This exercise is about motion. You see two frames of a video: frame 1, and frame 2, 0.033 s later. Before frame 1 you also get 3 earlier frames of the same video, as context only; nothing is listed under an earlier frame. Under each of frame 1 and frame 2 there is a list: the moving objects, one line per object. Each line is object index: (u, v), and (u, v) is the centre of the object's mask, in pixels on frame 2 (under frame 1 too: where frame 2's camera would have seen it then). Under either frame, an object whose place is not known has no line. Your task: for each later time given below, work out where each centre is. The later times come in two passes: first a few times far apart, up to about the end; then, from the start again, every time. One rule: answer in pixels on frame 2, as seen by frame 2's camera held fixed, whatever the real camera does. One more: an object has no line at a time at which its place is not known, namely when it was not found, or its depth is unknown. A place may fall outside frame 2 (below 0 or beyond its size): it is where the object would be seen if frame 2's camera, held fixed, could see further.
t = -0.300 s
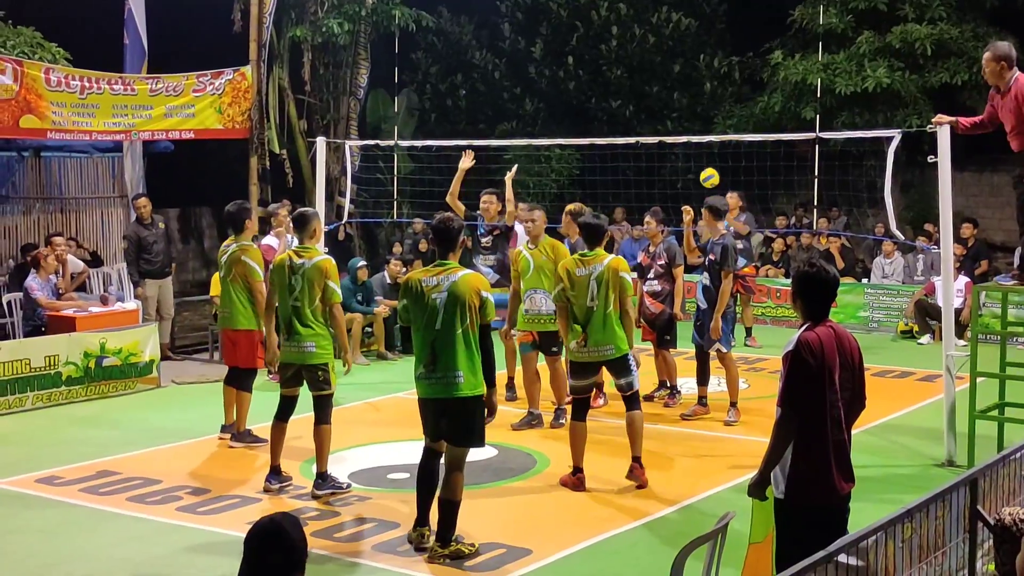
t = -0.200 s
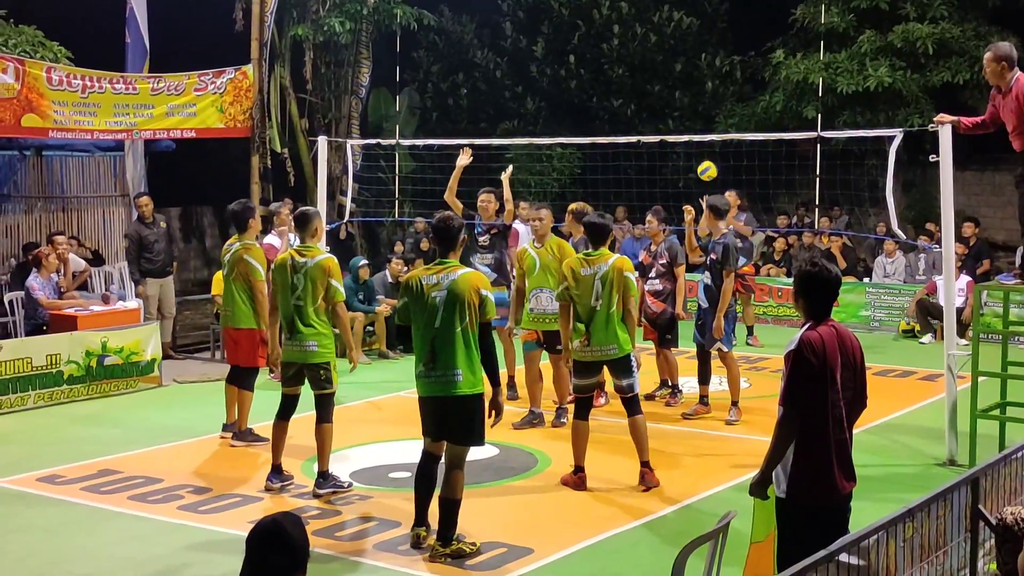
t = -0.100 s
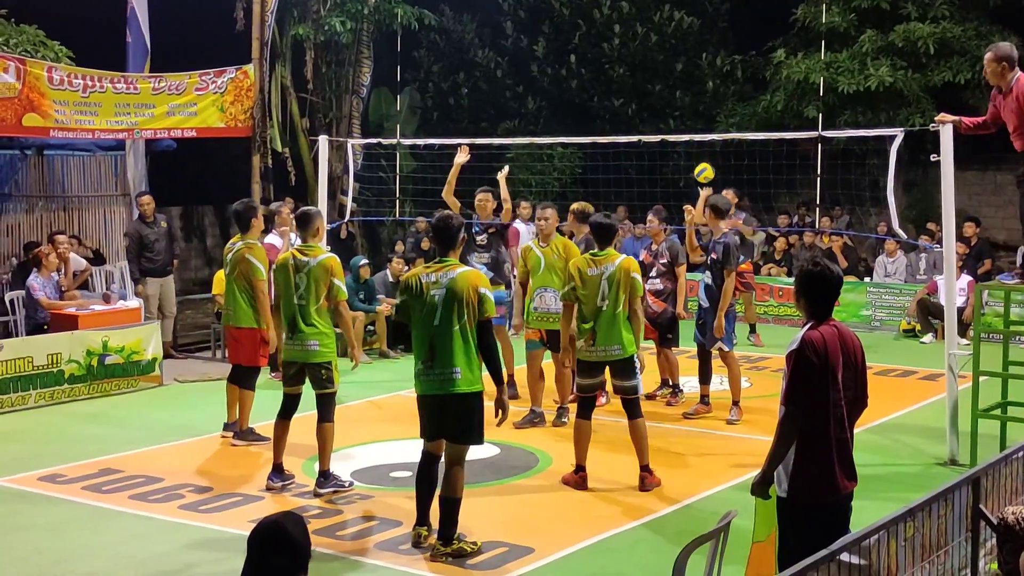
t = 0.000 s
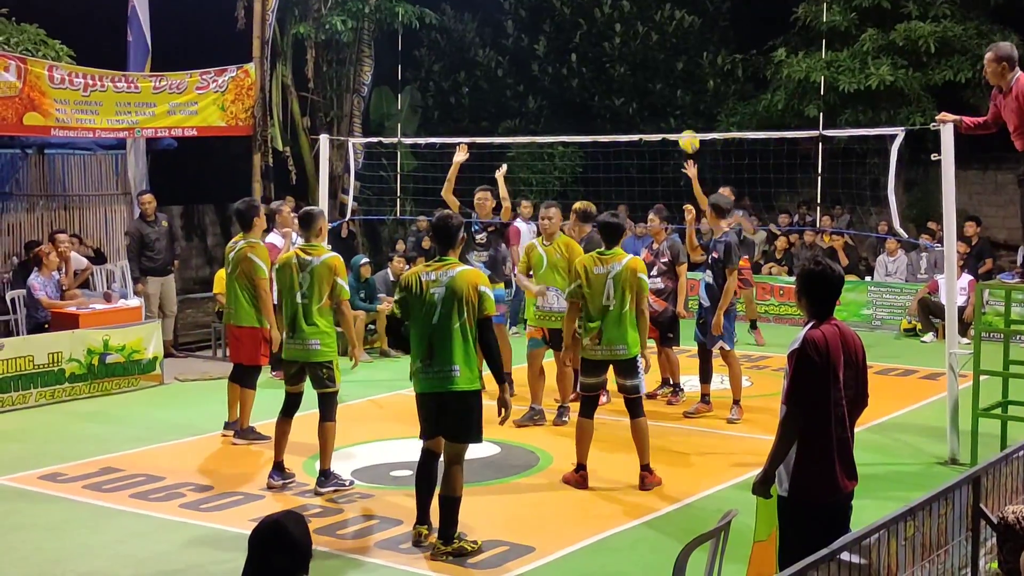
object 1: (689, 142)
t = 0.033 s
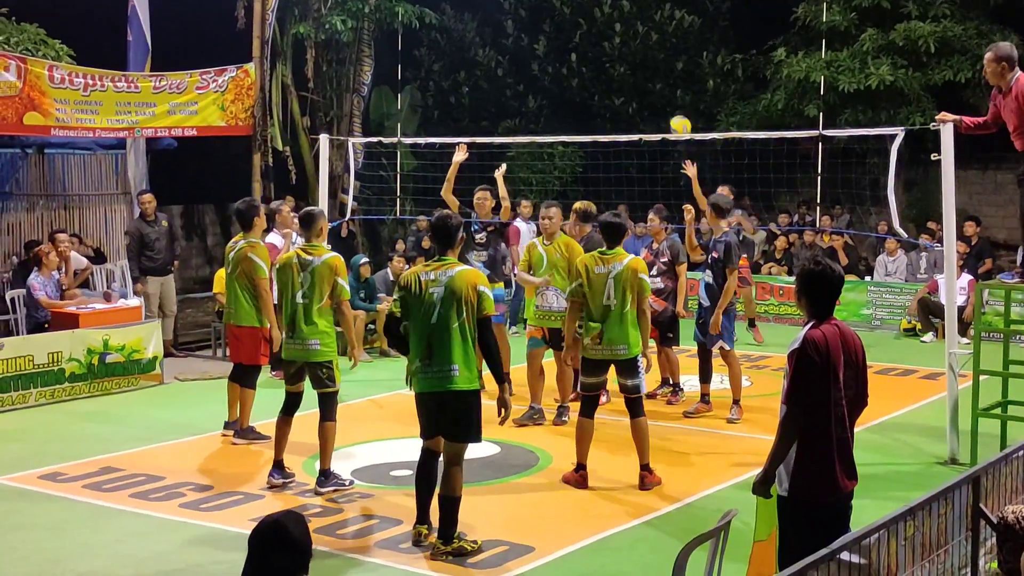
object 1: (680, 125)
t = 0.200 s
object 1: (637, 69)
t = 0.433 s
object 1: (567, 30)
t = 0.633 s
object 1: (502, 42)
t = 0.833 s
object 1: (428, 108)
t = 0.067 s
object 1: (672, 114)
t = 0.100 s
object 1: (663, 100)
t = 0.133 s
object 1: (655, 89)
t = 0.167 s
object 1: (646, 78)
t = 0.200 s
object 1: (637, 69)
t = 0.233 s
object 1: (627, 60)
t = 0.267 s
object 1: (618, 53)
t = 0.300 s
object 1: (608, 46)
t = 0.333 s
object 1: (598, 40)
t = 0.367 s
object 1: (588, 36)
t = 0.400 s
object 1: (577, 32)
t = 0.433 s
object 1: (567, 30)
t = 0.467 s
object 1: (556, 29)
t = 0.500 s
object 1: (546, 28)
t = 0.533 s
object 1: (535, 30)
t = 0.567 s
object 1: (524, 33)
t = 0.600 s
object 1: (513, 37)
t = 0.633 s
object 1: (502, 42)
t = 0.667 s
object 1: (490, 49)
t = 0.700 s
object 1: (478, 58)
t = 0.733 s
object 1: (466, 68)
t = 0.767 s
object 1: (454, 80)
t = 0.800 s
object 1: (441, 93)
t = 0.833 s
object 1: (428, 108)
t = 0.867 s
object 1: (415, 123)
